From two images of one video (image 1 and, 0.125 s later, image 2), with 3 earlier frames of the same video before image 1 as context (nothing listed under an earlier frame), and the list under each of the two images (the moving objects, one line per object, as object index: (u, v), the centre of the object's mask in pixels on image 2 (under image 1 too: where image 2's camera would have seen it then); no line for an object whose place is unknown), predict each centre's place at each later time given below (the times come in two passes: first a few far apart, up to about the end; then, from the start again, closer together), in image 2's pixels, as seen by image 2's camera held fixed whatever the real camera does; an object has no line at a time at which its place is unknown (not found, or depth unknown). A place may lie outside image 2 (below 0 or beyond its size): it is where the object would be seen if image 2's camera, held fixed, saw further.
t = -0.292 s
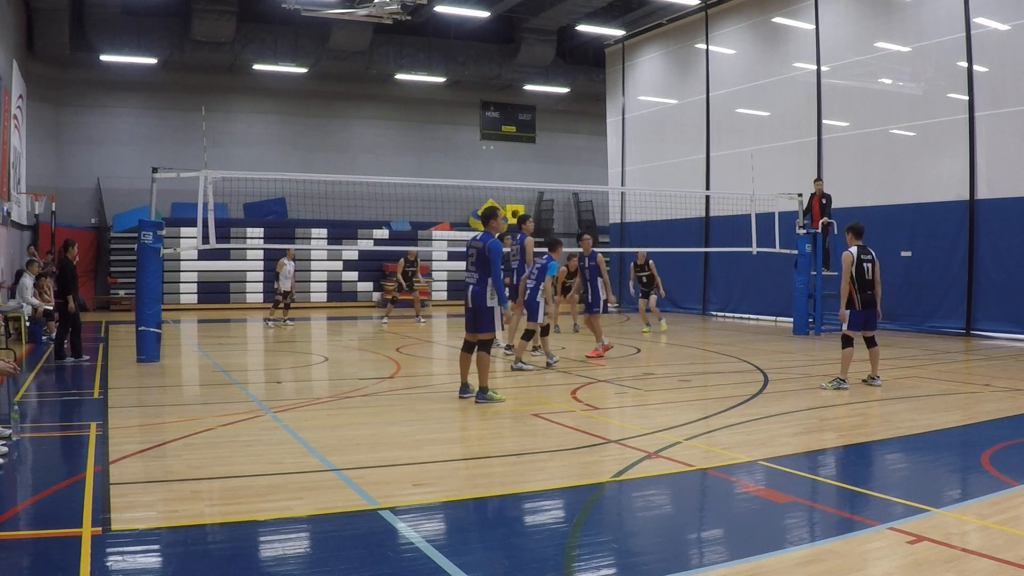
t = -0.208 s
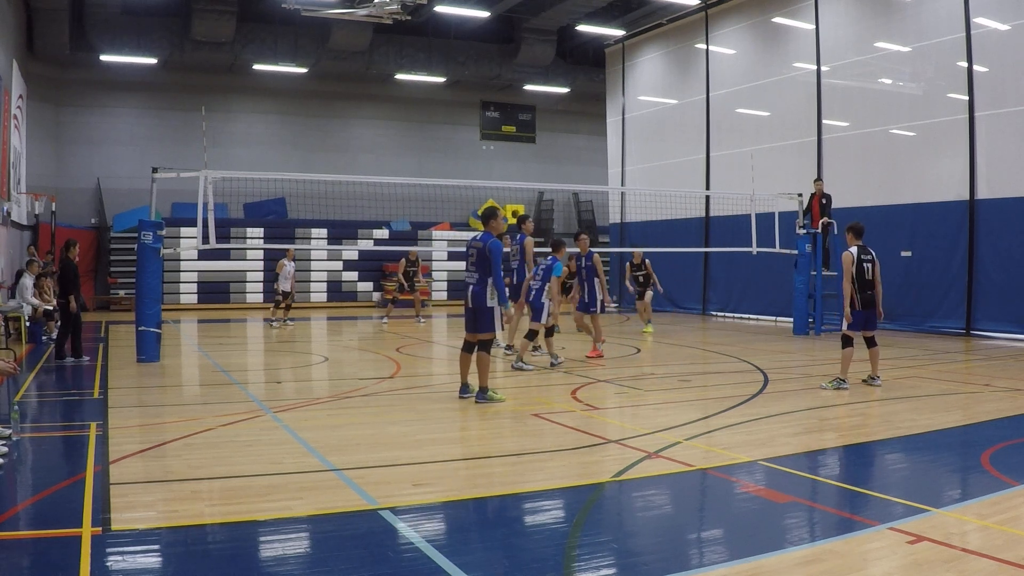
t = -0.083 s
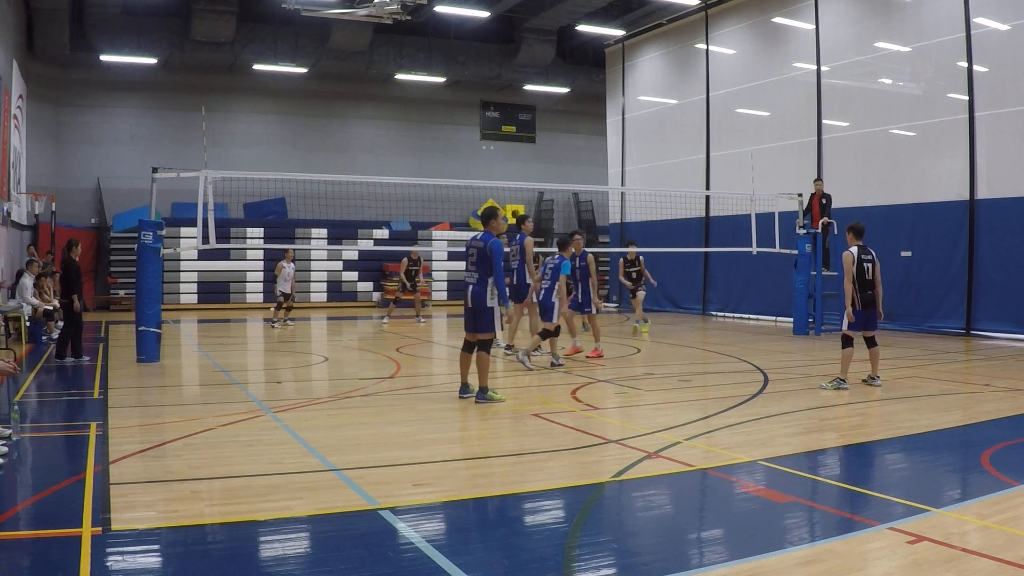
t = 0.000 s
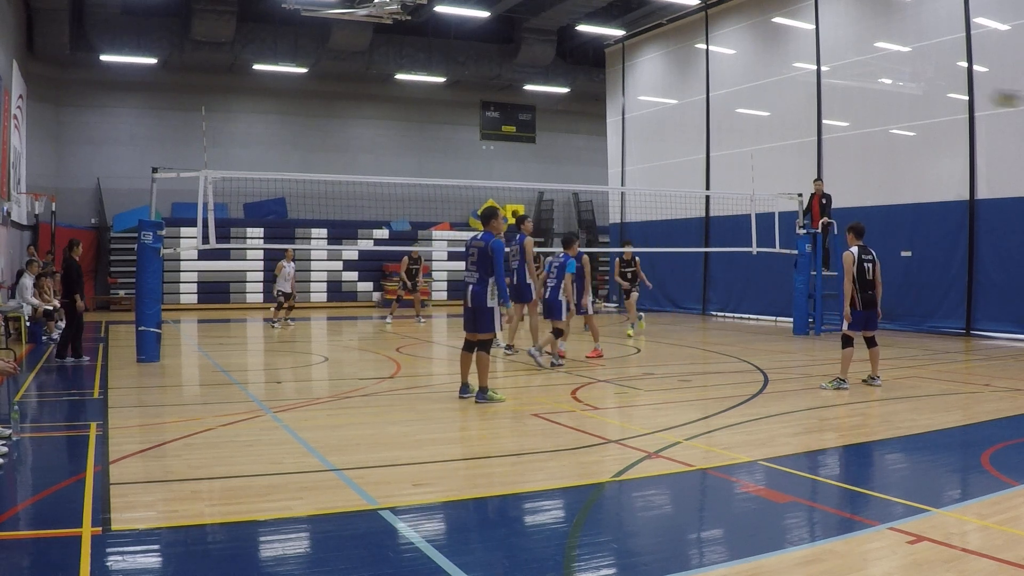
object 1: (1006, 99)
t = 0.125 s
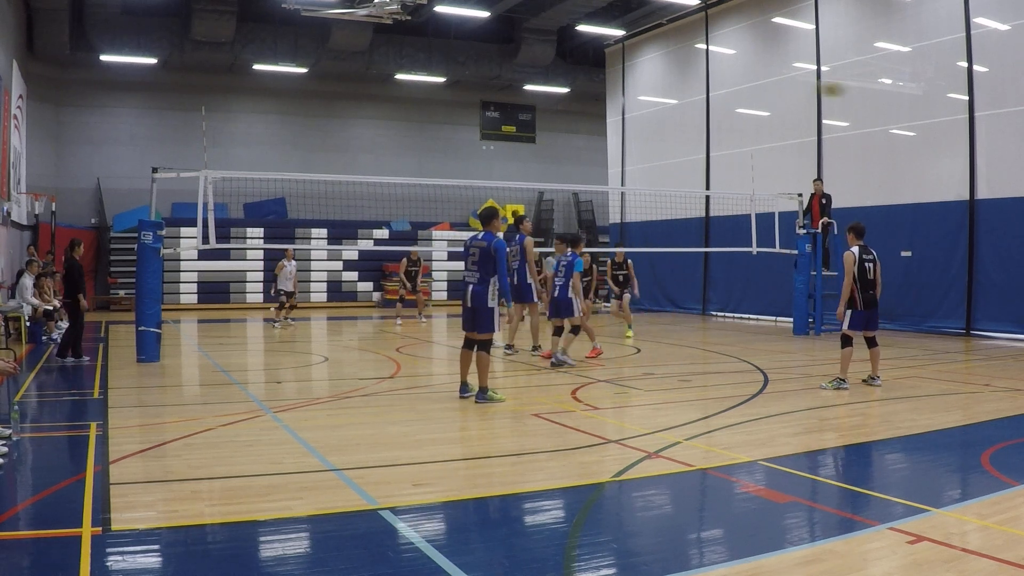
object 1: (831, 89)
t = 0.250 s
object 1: (685, 93)
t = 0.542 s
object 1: (447, 147)
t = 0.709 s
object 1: (360, 194)
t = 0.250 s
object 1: (685, 93)
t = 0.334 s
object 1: (602, 103)
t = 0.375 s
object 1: (568, 110)
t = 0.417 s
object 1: (533, 118)
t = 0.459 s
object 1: (502, 127)
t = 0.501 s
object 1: (475, 136)
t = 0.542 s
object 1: (447, 147)
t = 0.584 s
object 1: (423, 159)
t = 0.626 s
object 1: (400, 170)
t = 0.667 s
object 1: (378, 185)
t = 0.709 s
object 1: (360, 194)
